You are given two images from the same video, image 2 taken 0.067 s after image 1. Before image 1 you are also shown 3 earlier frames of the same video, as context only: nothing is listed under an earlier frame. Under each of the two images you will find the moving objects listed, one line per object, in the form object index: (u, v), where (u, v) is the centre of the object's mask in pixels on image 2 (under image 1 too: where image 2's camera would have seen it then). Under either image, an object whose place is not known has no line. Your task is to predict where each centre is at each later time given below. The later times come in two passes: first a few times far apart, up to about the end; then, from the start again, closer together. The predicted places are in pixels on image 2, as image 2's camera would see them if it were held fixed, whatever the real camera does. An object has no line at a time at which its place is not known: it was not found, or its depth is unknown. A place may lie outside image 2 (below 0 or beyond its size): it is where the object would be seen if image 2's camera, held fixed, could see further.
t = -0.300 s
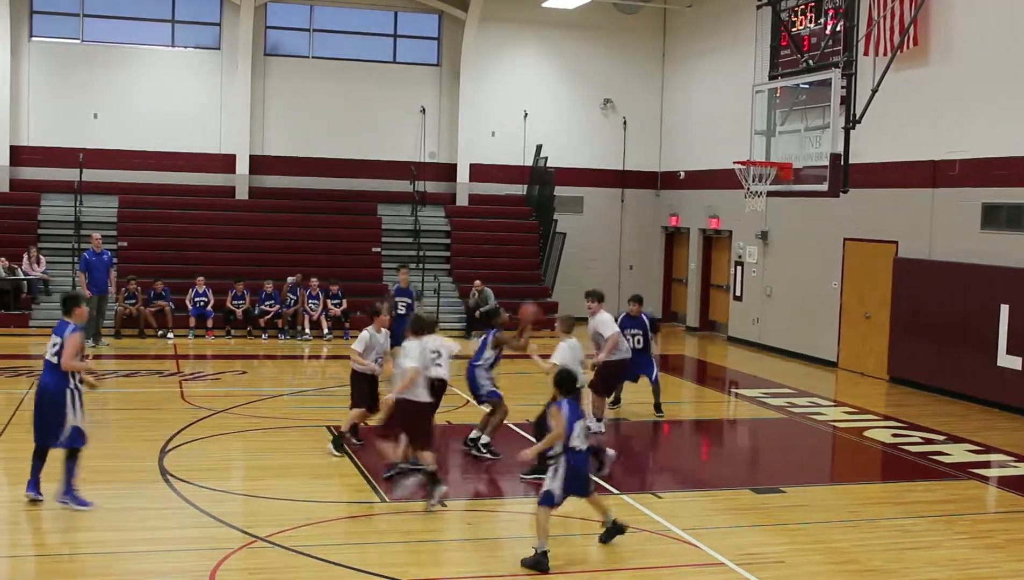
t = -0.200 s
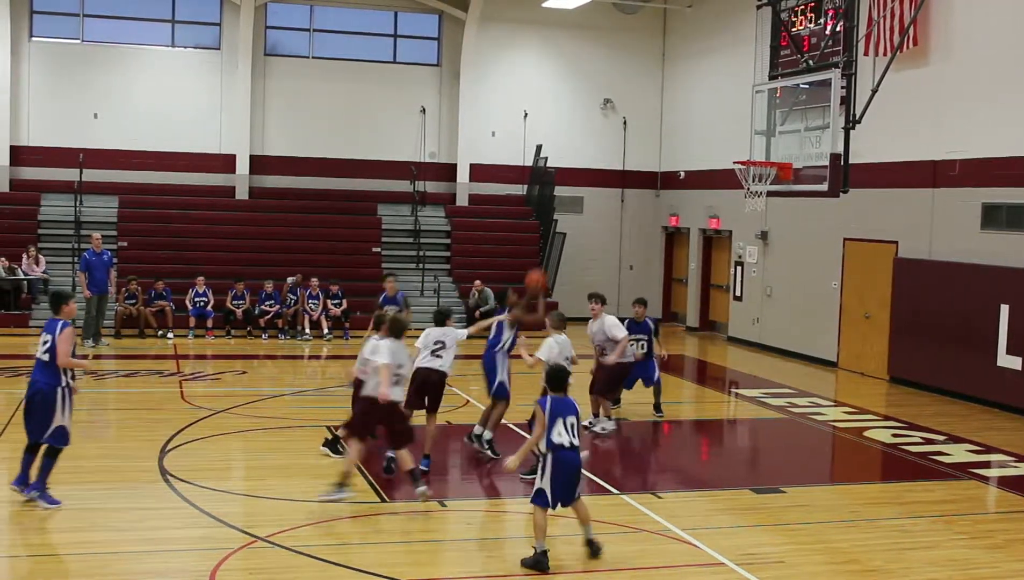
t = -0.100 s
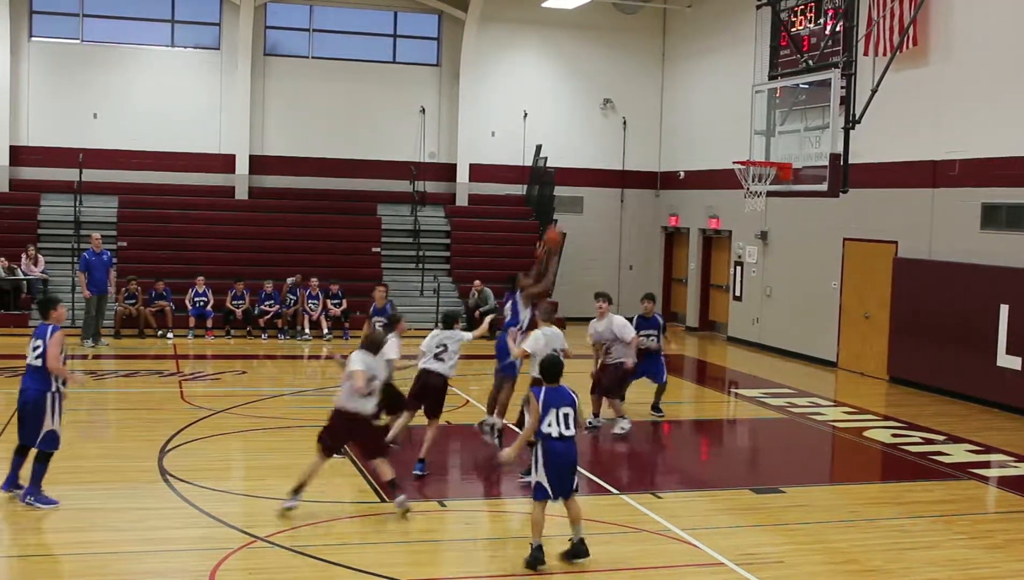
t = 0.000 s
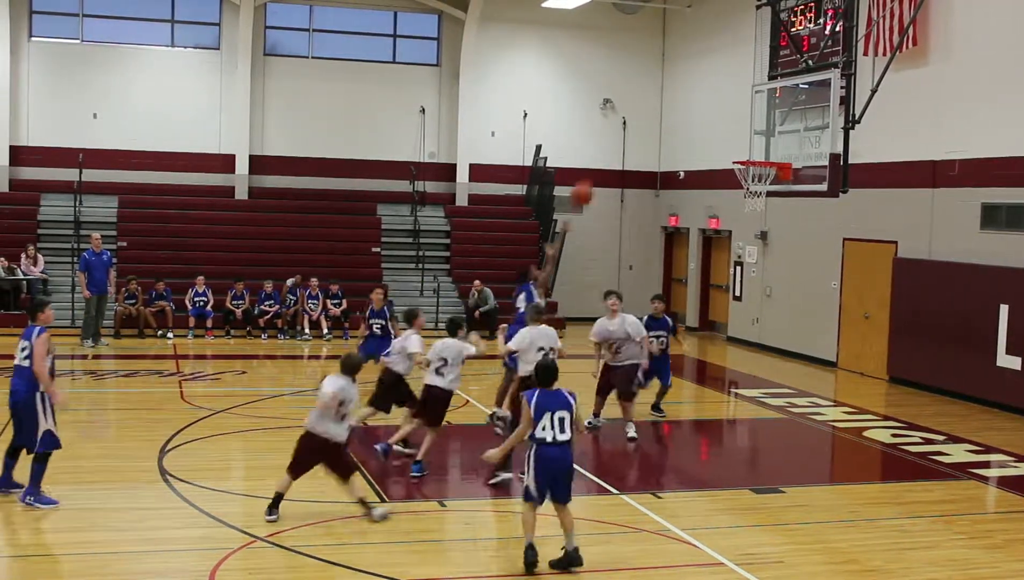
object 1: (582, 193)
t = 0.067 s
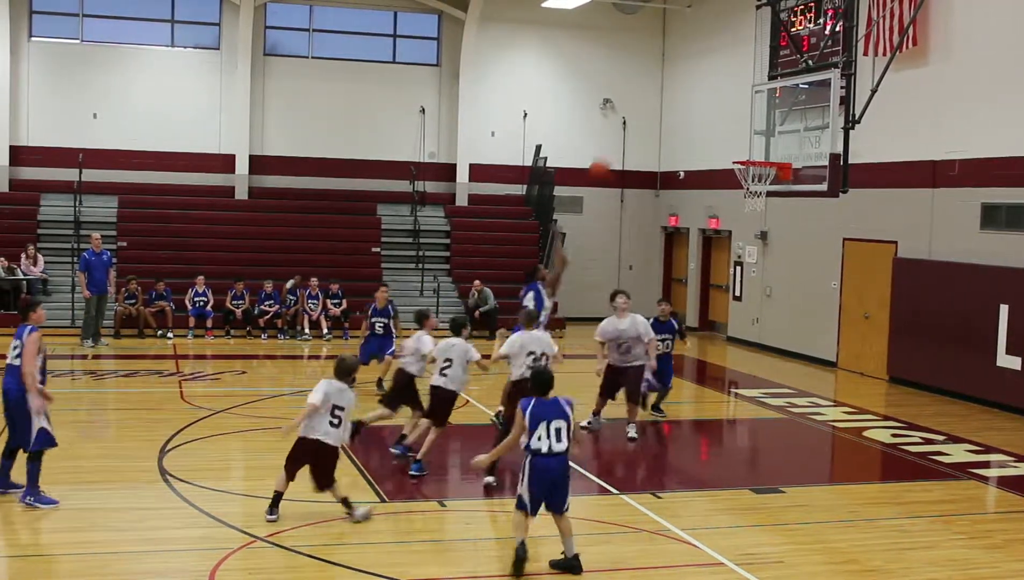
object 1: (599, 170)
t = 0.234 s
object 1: (644, 129)
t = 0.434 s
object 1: (695, 115)
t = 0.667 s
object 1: (749, 146)
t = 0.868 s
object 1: (746, 198)
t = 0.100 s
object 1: (609, 159)
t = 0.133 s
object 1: (618, 150)
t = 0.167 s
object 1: (627, 142)
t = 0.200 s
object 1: (636, 135)
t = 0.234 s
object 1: (644, 129)
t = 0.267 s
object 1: (653, 124)
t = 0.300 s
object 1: (662, 120)
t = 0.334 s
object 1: (670, 117)
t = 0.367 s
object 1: (678, 115)
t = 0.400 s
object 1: (687, 114)
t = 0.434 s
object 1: (695, 115)
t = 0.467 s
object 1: (703, 116)
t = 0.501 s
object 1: (711, 118)
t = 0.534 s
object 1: (719, 122)
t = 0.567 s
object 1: (727, 126)
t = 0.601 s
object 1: (734, 132)
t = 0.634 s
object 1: (742, 138)
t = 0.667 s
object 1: (749, 146)
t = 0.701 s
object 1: (757, 153)
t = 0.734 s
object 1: (766, 160)
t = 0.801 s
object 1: (756, 179)
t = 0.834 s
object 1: (750, 188)
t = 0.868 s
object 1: (746, 198)
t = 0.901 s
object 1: (741, 208)
